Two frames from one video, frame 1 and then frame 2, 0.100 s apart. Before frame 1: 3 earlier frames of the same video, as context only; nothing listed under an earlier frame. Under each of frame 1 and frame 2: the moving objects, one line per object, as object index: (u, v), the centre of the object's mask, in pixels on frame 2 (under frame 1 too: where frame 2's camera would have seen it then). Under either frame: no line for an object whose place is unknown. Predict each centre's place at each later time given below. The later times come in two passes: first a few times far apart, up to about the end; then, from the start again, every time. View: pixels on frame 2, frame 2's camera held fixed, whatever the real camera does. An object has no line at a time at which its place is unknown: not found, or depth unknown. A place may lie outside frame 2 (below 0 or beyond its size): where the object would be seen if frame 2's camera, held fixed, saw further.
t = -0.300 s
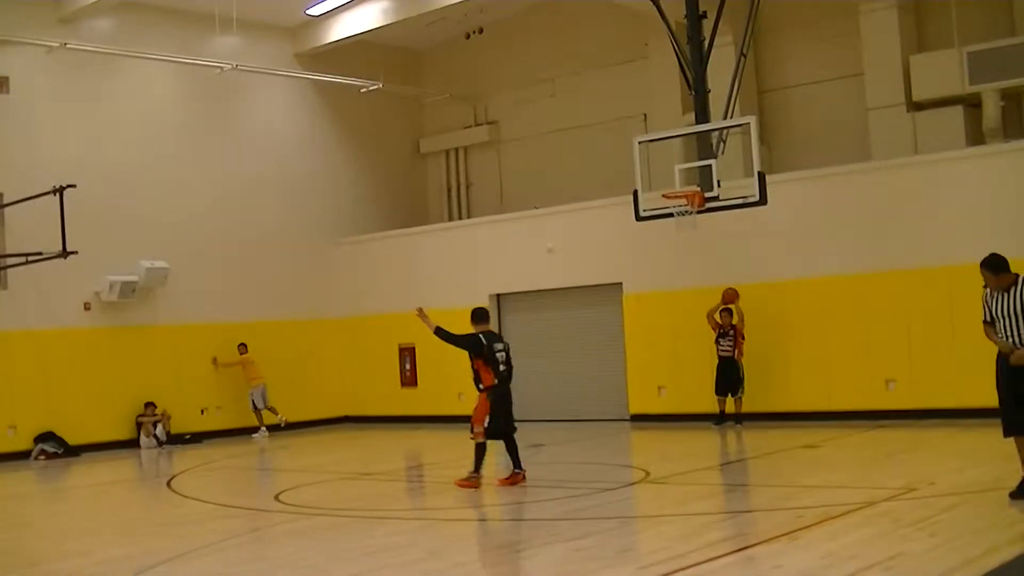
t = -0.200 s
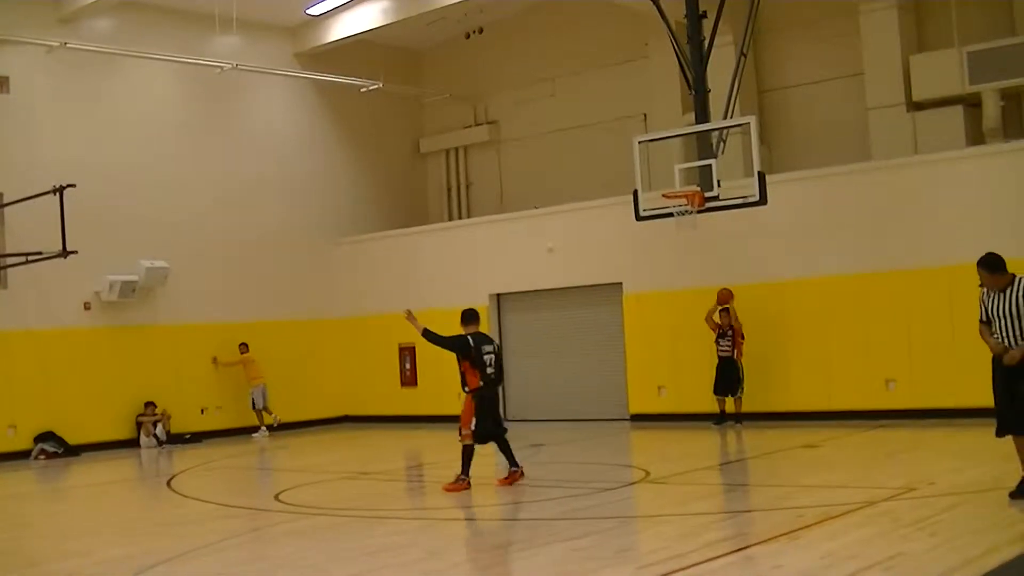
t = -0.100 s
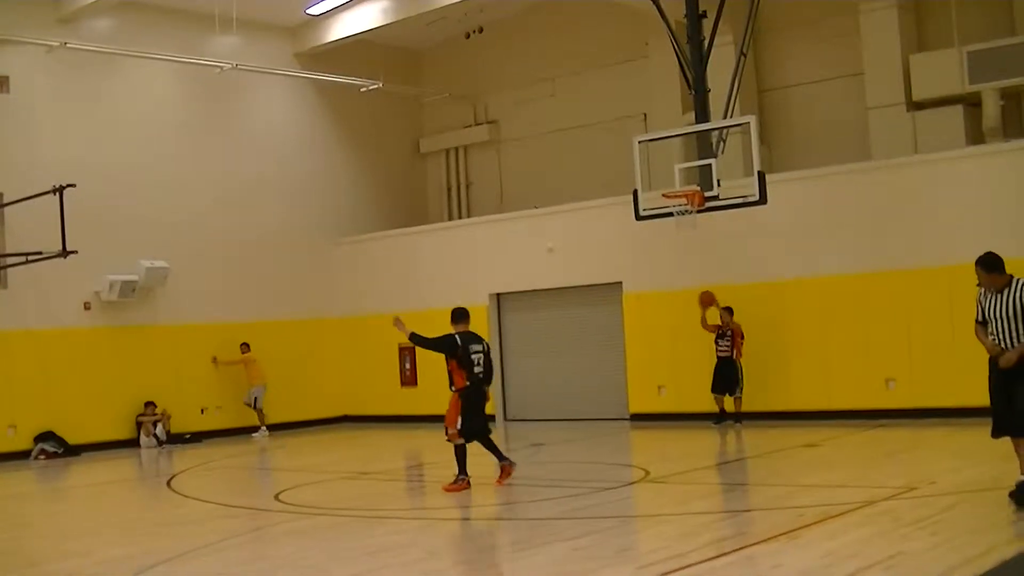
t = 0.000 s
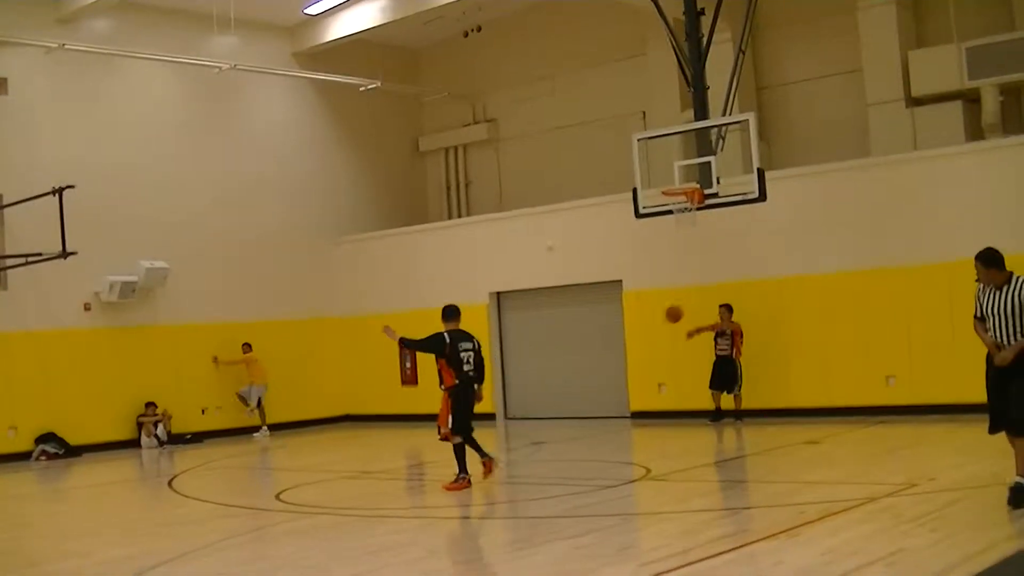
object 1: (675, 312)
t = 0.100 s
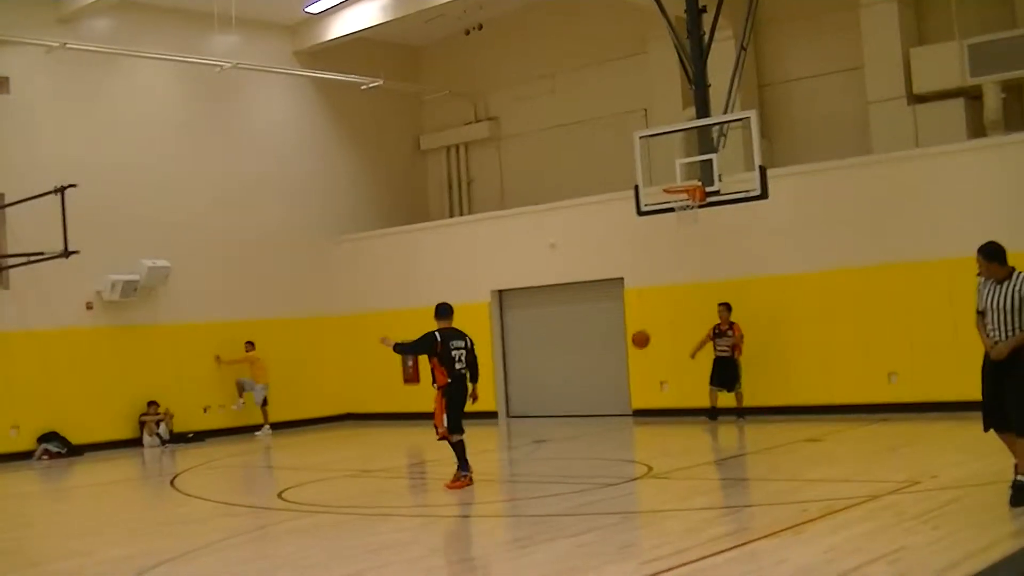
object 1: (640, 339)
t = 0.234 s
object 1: (590, 394)
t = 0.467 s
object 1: (518, 399)
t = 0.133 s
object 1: (628, 351)
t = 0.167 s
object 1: (616, 365)
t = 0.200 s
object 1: (604, 378)
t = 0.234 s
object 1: (590, 394)
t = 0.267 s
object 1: (578, 410)
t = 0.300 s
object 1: (565, 429)
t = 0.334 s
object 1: (552, 445)
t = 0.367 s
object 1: (544, 433)
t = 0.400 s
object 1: (536, 422)
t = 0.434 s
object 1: (527, 410)
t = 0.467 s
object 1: (518, 399)
